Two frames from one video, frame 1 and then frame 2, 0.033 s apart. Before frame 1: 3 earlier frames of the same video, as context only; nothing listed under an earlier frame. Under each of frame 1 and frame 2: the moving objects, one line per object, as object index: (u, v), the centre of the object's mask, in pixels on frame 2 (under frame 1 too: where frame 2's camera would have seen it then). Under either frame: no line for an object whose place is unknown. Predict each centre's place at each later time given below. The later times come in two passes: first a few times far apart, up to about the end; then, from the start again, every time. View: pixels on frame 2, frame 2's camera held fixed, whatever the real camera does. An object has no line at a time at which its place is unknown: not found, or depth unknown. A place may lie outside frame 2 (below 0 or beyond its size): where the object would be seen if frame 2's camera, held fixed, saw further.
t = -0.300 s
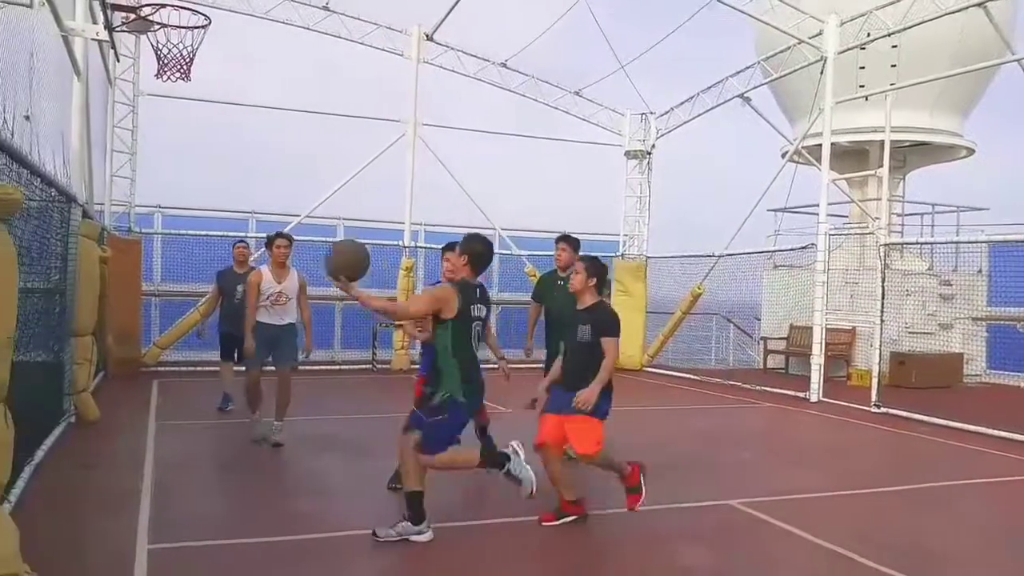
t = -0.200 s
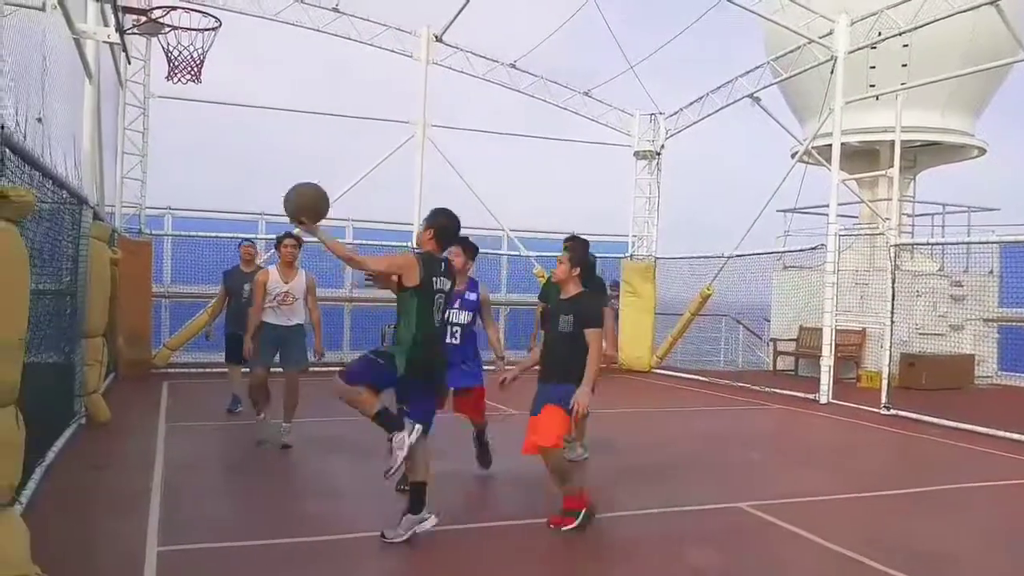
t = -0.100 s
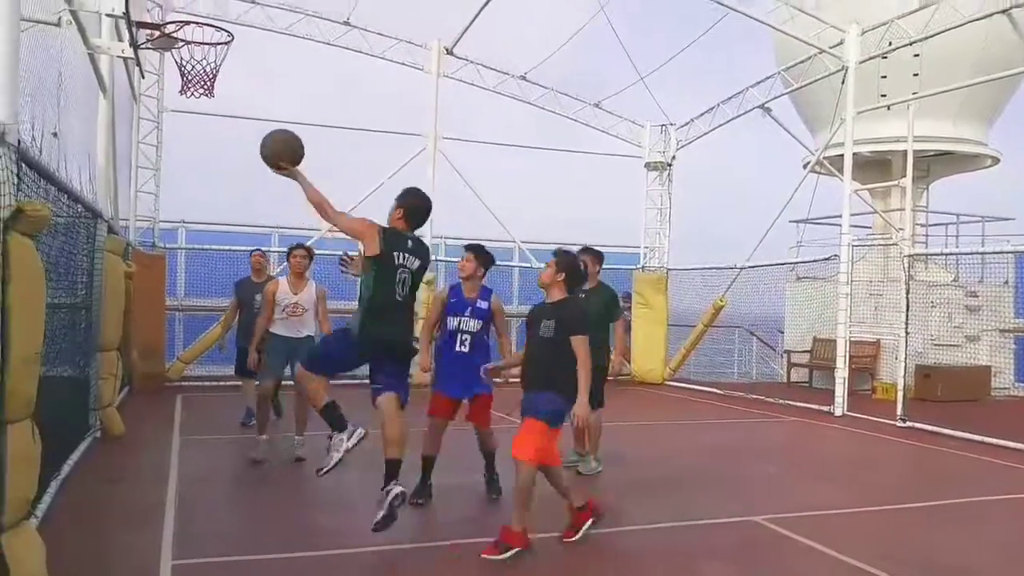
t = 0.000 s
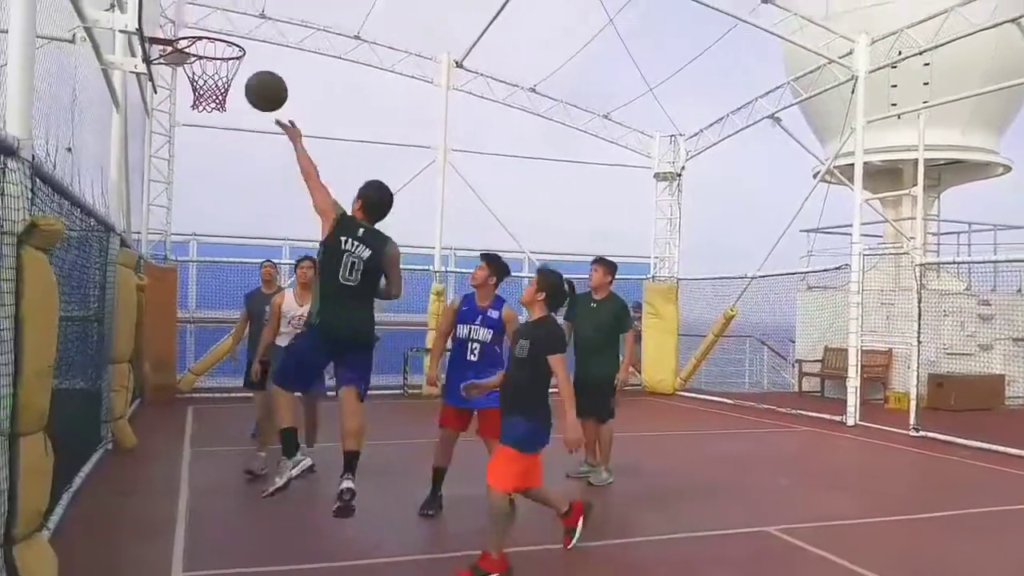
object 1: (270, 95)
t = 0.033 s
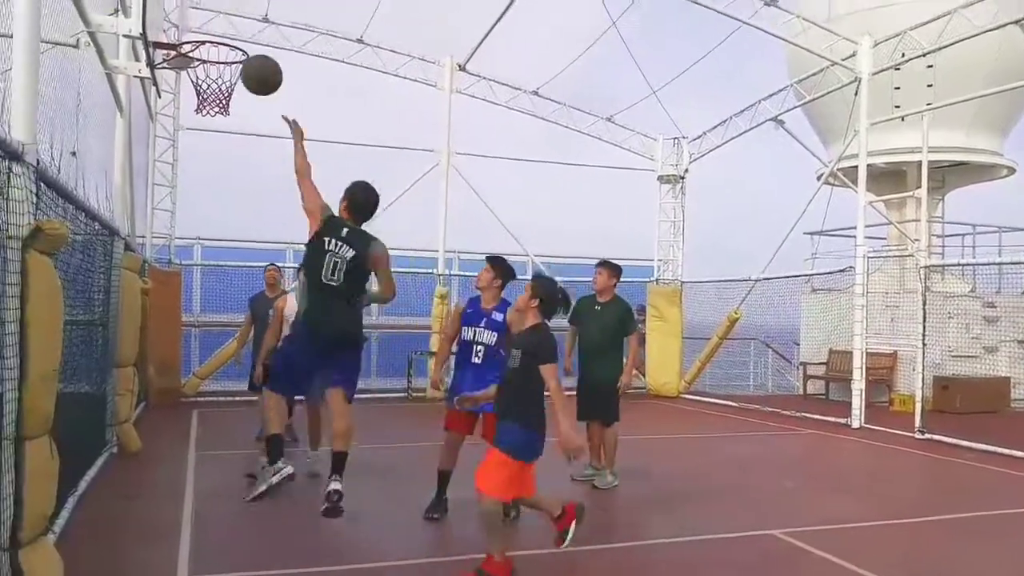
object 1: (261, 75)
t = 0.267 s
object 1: (207, -8)
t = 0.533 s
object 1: (197, -7)
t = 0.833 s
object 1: (209, 77)
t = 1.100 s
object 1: (191, 109)
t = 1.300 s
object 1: (188, 184)
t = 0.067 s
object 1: (253, 57)
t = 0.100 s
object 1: (245, 41)
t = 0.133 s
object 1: (237, 26)
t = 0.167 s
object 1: (231, 14)
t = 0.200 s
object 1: (223, 4)
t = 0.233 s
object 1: (215, -4)
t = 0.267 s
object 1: (207, -8)
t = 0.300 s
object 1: (200, -12)
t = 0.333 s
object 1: (193, -14)
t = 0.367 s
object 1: (185, -15)
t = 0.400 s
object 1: (178, -15)
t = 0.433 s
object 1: (181, -14)
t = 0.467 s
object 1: (186, -13)
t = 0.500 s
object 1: (192, -11)
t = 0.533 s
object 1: (197, -7)
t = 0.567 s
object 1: (202, -1)
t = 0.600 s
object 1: (208, 8)
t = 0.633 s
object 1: (213, 17)
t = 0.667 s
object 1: (218, 28)
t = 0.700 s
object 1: (222, 41)
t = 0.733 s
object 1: (227, 55)
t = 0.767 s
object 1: (221, 61)
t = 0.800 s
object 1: (216, 68)
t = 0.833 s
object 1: (209, 77)
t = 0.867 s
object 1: (203, 85)
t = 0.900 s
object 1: (199, 90)
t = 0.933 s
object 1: (196, 91)
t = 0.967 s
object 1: (194, 92)
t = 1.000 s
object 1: (193, 94)
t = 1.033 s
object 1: (192, 97)
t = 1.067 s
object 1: (192, 102)
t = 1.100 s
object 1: (191, 109)
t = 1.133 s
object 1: (191, 118)
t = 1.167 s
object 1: (190, 128)
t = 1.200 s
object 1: (190, 139)
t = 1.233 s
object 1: (189, 152)
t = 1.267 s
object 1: (188, 167)
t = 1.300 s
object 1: (188, 184)
